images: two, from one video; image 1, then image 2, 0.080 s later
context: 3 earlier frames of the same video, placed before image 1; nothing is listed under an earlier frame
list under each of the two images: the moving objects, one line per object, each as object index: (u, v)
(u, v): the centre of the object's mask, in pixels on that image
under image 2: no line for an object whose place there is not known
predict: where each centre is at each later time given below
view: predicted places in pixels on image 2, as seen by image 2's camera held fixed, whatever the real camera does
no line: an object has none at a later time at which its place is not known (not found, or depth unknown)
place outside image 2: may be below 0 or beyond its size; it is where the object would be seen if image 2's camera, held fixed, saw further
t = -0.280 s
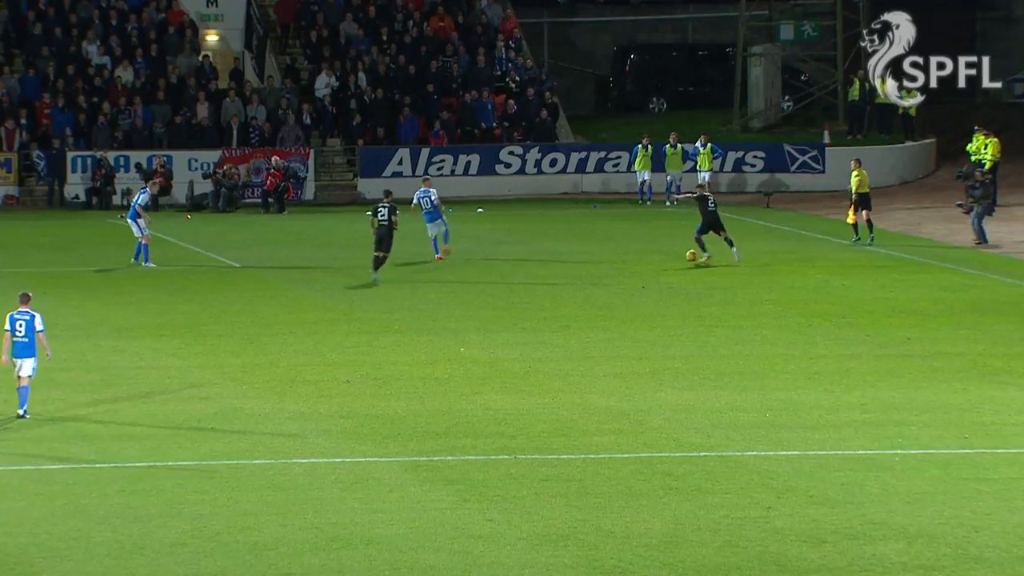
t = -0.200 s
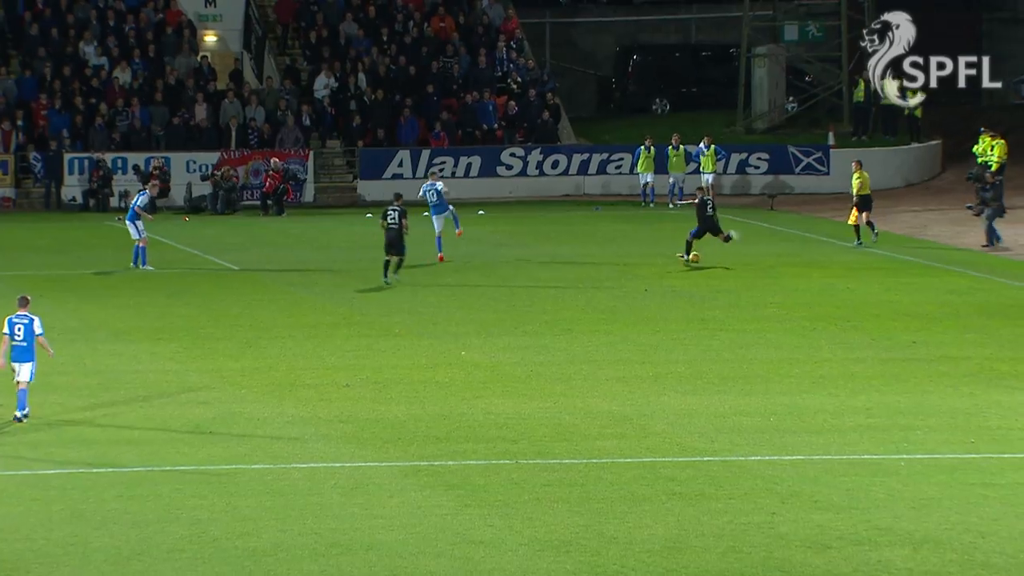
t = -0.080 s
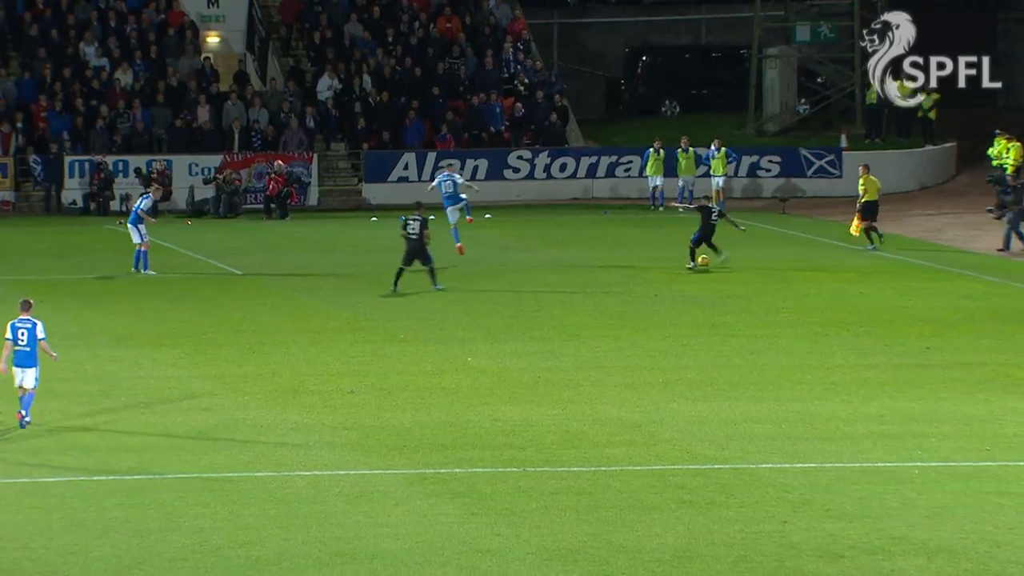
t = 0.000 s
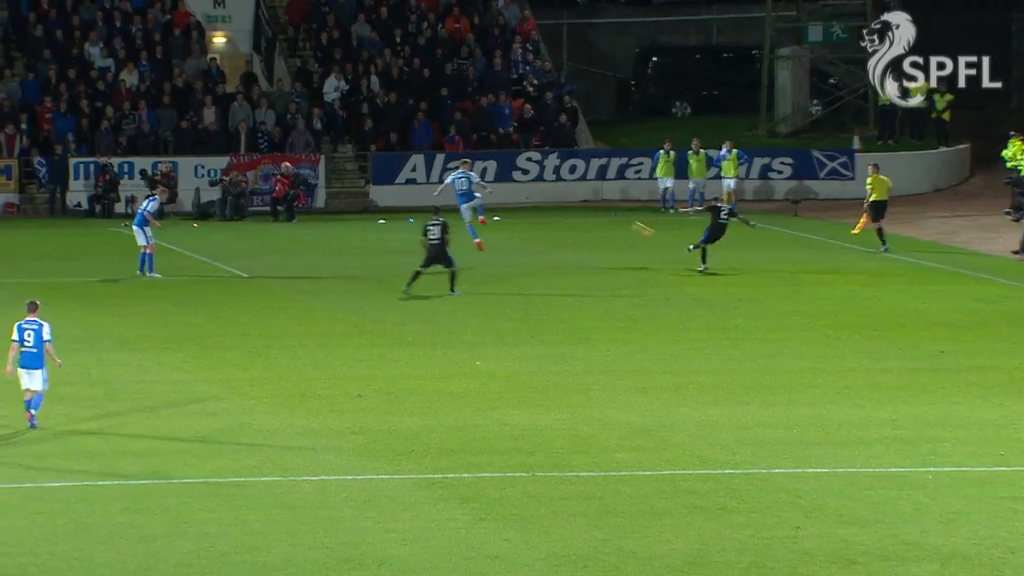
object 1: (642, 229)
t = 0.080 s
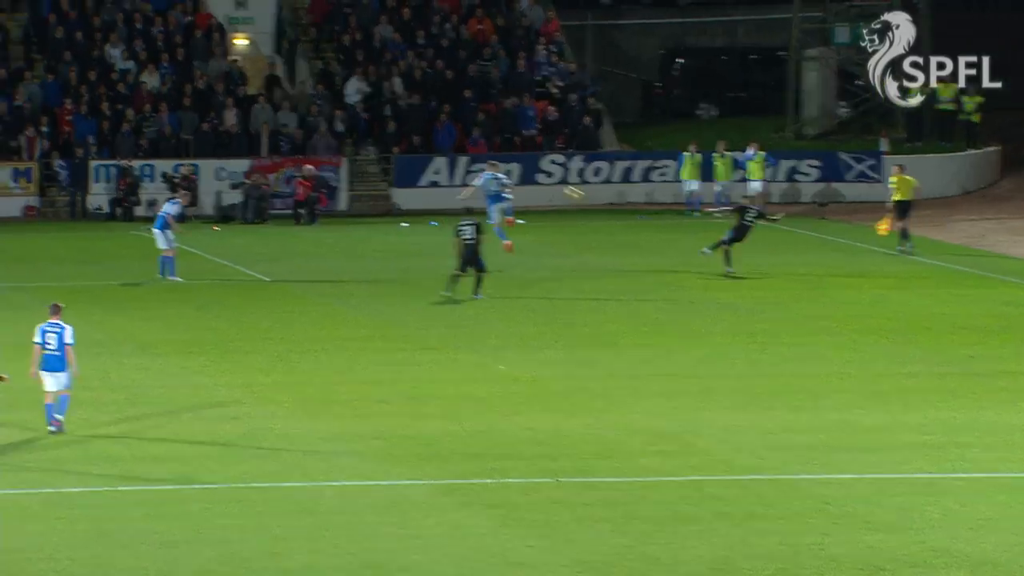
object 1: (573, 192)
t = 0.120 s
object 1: (533, 175)
